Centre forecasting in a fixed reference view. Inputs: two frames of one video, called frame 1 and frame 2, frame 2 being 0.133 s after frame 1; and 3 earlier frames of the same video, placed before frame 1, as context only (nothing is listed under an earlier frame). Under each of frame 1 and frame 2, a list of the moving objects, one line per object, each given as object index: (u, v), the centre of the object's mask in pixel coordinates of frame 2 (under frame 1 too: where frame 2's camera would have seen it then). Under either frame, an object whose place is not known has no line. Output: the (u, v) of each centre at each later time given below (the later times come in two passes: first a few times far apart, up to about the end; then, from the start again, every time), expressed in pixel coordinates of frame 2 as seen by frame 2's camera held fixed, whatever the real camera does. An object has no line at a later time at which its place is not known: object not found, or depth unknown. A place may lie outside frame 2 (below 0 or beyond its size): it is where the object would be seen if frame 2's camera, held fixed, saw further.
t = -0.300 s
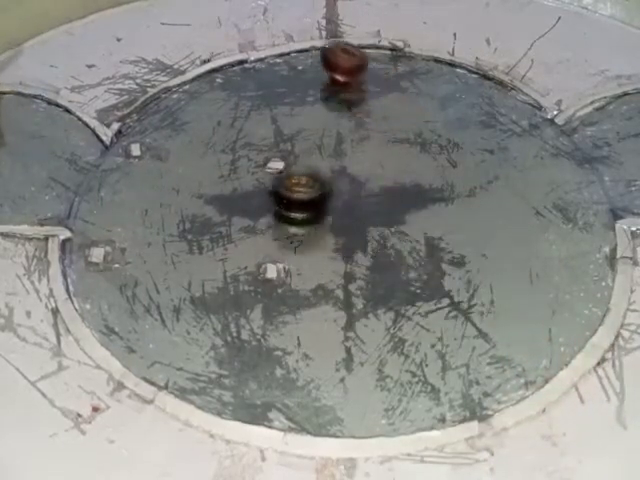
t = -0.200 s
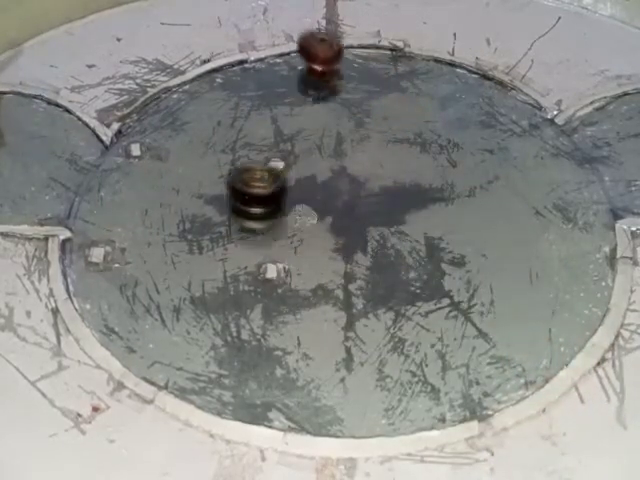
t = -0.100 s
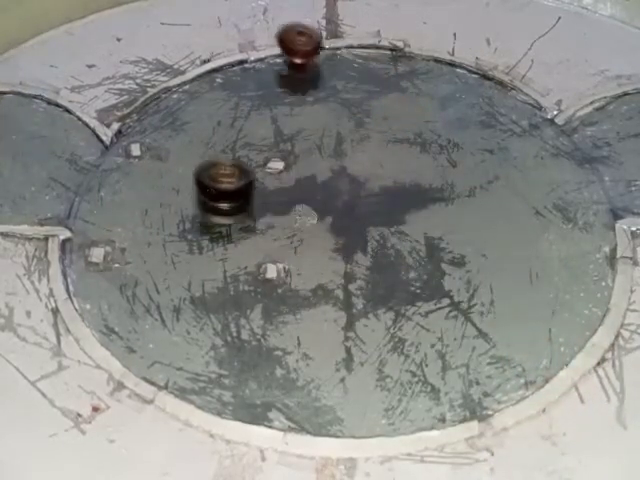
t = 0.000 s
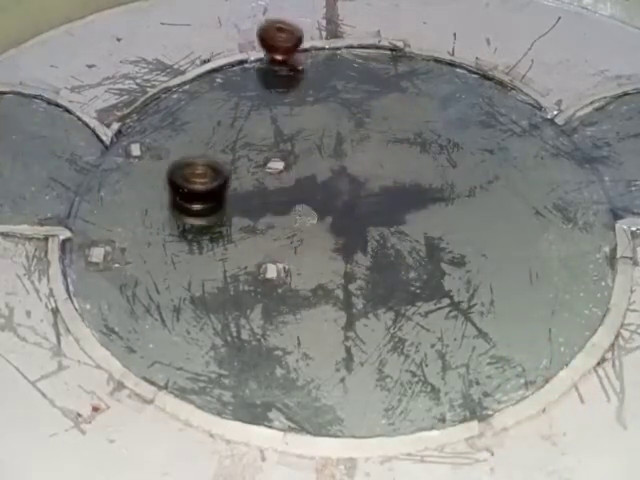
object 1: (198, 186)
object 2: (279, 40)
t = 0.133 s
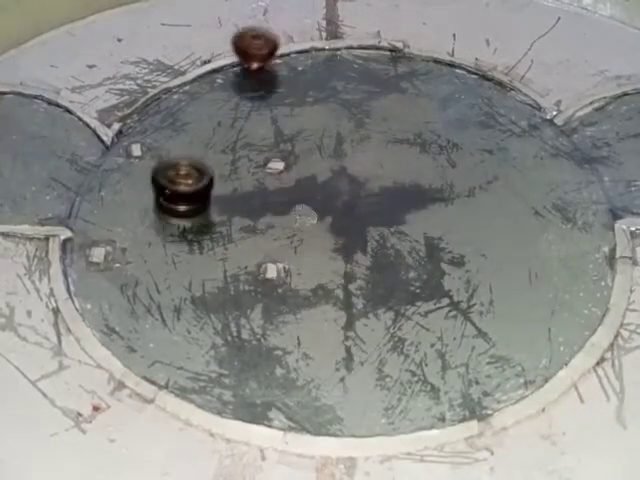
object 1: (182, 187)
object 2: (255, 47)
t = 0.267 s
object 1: (186, 183)
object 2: (235, 66)
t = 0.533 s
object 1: (214, 178)
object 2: (205, 106)
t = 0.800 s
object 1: (255, 168)
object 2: (185, 164)
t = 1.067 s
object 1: (285, 157)
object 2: (180, 222)
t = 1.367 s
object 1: (302, 160)
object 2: (194, 268)
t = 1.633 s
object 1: (330, 173)
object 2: (224, 284)
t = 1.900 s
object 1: (343, 185)
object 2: (266, 270)
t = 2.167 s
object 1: (341, 196)
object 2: (289, 245)
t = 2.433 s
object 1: (358, 155)
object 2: (273, 240)
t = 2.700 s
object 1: (338, 161)
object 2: (288, 219)
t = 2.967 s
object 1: (365, 129)
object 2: (208, 251)
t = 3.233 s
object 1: (380, 98)
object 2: (116, 283)
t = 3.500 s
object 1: (391, 98)
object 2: (103, 263)
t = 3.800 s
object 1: (386, 123)
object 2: (178, 218)
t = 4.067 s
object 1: (365, 159)
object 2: (281, 154)
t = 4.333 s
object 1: (326, 194)
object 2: (346, 105)
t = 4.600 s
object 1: (271, 211)
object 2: (384, 97)
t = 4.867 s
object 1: (216, 206)
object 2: (396, 121)
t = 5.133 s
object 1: (182, 185)
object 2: (356, 174)
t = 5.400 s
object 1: (178, 163)
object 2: (262, 232)
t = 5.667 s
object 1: (202, 150)
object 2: (177, 243)
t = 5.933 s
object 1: (240, 146)
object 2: (150, 215)
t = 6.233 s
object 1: (285, 156)
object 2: (197, 175)
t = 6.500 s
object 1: (323, 178)
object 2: (276, 141)
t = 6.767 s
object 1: (348, 206)
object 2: (340, 127)
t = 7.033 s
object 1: (346, 229)
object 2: (374, 149)
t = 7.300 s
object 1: (323, 238)
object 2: (369, 190)
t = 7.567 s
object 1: (255, 248)
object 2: (355, 198)
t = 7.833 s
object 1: (186, 235)
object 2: (364, 174)
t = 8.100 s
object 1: (159, 199)
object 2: (370, 162)
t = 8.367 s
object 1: (175, 161)
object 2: (365, 157)
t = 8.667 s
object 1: (226, 132)
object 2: (344, 153)
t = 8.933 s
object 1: (278, 124)
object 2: (331, 145)
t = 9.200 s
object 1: (299, 134)
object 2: (351, 168)
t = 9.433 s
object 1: (312, 153)
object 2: (325, 200)
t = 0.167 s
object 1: (182, 186)
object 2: (250, 52)
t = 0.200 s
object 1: (182, 186)
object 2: (244, 58)
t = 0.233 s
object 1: (184, 184)
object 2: (240, 62)
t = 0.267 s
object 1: (186, 183)
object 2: (235, 66)
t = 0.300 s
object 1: (188, 182)
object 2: (231, 70)
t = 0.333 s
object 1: (192, 182)
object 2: (227, 74)
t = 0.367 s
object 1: (195, 182)
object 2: (223, 79)
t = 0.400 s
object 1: (198, 180)
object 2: (219, 84)
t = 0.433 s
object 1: (202, 180)
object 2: (216, 89)
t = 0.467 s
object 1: (206, 180)
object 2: (212, 95)
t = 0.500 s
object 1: (210, 179)
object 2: (208, 100)
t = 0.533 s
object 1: (214, 178)
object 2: (205, 106)
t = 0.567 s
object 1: (219, 177)
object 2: (202, 113)
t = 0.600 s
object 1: (224, 176)
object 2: (198, 119)
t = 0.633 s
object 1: (230, 175)
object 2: (197, 125)
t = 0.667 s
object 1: (236, 173)
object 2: (194, 133)
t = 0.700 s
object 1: (241, 172)
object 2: (192, 141)
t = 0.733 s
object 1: (245, 171)
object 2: (189, 148)
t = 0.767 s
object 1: (250, 169)
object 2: (187, 156)
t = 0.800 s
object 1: (255, 168)
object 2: (185, 164)
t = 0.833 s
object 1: (259, 166)
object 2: (183, 171)
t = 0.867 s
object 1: (264, 164)
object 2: (182, 180)
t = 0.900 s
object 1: (268, 163)
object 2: (181, 188)
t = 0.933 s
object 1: (272, 163)
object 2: (180, 195)
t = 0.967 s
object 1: (276, 162)
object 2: (180, 202)
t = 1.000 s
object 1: (279, 160)
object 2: (179, 209)
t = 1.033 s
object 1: (283, 158)
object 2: (180, 216)
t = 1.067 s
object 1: (285, 157)
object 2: (180, 222)
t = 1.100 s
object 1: (288, 155)
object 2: (181, 229)
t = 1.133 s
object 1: (290, 154)
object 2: (182, 235)
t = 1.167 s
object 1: (292, 152)
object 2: (183, 240)
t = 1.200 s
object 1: (293, 153)
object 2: (185, 246)
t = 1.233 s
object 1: (295, 153)
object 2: (187, 251)
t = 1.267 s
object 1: (296, 155)
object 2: (187, 256)
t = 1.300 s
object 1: (297, 156)
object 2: (189, 260)
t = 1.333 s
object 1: (299, 158)
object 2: (192, 263)
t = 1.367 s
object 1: (302, 160)
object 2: (194, 268)
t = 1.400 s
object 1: (304, 162)
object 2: (197, 273)
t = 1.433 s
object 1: (308, 165)
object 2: (200, 276)
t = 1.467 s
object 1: (311, 167)
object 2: (203, 278)
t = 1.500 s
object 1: (315, 169)
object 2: (207, 281)
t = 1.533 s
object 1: (319, 171)
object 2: (211, 283)
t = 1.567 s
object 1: (322, 173)
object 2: (215, 284)
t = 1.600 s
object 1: (326, 173)
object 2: (220, 284)
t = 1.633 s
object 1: (330, 173)
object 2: (224, 284)
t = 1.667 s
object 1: (333, 174)
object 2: (229, 284)
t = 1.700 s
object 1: (335, 174)
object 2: (234, 284)
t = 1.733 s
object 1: (337, 176)
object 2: (239, 283)
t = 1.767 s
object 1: (339, 177)
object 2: (244, 280)
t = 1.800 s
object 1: (340, 180)
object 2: (250, 279)
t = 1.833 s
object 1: (341, 181)
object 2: (255, 276)
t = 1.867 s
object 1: (342, 184)
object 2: (260, 273)
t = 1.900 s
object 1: (343, 185)
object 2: (266, 270)
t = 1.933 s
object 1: (343, 188)
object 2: (271, 267)
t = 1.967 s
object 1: (342, 190)
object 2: (277, 261)
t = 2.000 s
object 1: (342, 193)
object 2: (282, 258)
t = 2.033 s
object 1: (340, 196)
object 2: (286, 252)
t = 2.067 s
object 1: (339, 198)
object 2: (289, 250)
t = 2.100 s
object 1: (337, 199)
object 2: (291, 247)
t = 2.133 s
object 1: (337, 199)
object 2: (294, 243)
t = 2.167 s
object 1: (341, 196)
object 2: (289, 245)
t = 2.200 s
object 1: (348, 188)
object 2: (284, 247)
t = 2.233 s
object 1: (354, 179)
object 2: (281, 247)
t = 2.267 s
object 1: (358, 172)
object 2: (279, 246)
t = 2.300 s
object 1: (359, 171)
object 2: (278, 245)
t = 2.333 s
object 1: (361, 162)
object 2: (276, 244)
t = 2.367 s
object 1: (360, 158)
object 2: (274, 243)
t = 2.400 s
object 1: (359, 157)
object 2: (273, 242)
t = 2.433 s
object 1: (358, 155)
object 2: (273, 240)
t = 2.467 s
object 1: (356, 154)
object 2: (275, 238)
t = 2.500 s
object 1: (353, 154)
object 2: (279, 237)
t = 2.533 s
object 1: (351, 154)
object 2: (283, 236)
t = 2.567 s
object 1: (348, 155)
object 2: (284, 231)
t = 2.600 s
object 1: (345, 156)
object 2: (285, 228)
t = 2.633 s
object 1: (343, 157)
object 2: (286, 224)
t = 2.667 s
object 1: (341, 159)
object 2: (287, 221)
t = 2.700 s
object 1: (338, 161)
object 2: (288, 219)
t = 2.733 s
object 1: (336, 162)
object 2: (290, 216)
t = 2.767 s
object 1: (334, 163)
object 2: (292, 213)
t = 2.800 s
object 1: (332, 165)
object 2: (293, 208)
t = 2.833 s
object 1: (330, 165)
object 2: (296, 205)
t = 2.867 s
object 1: (330, 165)
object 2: (295, 206)
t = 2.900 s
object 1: (342, 154)
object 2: (268, 226)
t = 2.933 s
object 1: (355, 141)
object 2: (237, 238)
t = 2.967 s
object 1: (365, 129)
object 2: (208, 251)
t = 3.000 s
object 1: (372, 121)
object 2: (185, 262)
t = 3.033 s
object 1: (375, 115)
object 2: (166, 267)
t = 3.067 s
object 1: (376, 109)
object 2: (154, 273)
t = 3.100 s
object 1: (377, 105)
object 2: (144, 275)
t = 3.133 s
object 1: (377, 102)
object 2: (135, 279)
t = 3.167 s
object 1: (377, 99)
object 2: (128, 280)
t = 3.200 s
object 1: (378, 98)
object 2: (122, 282)
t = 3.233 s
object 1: (380, 98)
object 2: (116, 283)
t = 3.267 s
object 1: (381, 97)
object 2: (111, 283)
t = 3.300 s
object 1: (383, 96)
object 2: (106, 281)
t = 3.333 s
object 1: (385, 95)
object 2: (104, 280)
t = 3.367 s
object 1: (387, 95)
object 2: (99, 274)
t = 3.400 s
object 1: (388, 95)
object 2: (99, 272)
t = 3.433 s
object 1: (390, 96)
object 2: (99, 270)
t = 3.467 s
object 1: (391, 97)
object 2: (101, 266)
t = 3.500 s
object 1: (391, 98)
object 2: (103, 263)
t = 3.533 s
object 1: (392, 100)
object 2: (108, 259)
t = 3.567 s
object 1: (392, 102)
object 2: (113, 254)
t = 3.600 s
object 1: (392, 104)
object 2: (118, 250)
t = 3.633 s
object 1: (392, 105)
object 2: (125, 246)
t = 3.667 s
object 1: (392, 107)
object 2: (134, 241)
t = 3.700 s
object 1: (391, 111)
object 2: (143, 235)
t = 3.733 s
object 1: (390, 115)
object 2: (154, 230)
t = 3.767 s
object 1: (388, 119)
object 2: (165, 223)
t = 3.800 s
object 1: (386, 123)
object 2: (178, 218)
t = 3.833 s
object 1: (385, 127)
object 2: (192, 210)
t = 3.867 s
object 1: (382, 131)
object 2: (204, 204)
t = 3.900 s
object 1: (380, 136)
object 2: (219, 194)
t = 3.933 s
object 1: (378, 140)
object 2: (232, 188)
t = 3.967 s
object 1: (375, 145)
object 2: (246, 177)
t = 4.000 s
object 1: (372, 150)
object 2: (257, 167)
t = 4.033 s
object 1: (369, 154)
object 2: (272, 160)
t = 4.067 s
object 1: (365, 159)
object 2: (281, 154)
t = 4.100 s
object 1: (360, 164)
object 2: (291, 144)
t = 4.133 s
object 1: (356, 173)
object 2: (299, 136)
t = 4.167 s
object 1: (352, 180)
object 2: (308, 130)
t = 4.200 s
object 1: (346, 183)
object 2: (317, 124)
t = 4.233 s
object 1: (342, 185)
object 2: (326, 121)
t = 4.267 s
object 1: (337, 189)
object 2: (333, 114)
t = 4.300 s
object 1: (331, 190)
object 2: (340, 108)
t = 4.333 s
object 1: (326, 194)
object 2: (346, 105)
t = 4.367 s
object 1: (319, 197)
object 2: (351, 101)
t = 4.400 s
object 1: (313, 200)
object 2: (357, 99)
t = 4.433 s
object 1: (306, 202)
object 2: (362, 97)
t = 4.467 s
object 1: (299, 205)
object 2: (367, 96)
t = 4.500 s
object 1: (293, 206)
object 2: (371, 95)
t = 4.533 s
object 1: (285, 210)
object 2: (376, 96)
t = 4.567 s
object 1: (278, 211)
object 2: (380, 96)
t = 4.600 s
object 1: (271, 211)
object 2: (384, 97)
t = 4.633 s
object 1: (264, 212)
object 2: (387, 98)
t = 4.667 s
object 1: (257, 212)
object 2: (390, 101)
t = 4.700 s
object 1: (250, 211)
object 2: (393, 102)
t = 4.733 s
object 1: (243, 211)
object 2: (395, 106)
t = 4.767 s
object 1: (236, 210)
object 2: (396, 108)
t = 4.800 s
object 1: (229, 209)
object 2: (396, 113)
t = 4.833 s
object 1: (223, 207)
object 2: (396, 117)
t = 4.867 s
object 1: (216, 206)
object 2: (396, 121)
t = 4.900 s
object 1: (210, 203)
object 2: (395, 128)
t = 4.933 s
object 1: (205, 201)
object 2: (392, 132)
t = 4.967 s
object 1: (200, 199)
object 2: (389, 139)
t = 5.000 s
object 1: (195, 196)
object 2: (384, 144)
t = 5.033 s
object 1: (191, 194)
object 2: (378, 154)
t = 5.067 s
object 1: (187, 192)
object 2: (371, 162)
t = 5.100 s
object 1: (185, 188)
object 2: (364, 169)
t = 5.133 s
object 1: (182, 185)
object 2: (356, 174)
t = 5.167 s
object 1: (180, 182)
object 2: (347, 181)
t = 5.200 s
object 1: (179, 180)
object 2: (335, 188)
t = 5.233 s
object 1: (178, 177)
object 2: (325, 198)
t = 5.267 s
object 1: (178, 174)
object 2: (313, 208)
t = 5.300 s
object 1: (177, 172)
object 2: (300, 216)
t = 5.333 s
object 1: (178, 169)
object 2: (288, 221)
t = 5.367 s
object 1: (178, 166)
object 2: (274, 226)
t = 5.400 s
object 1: (178, 163)
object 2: (262, 232)
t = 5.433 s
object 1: (180, 161)
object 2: (248, 238)
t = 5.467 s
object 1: (182, 160)
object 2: (236, 242)
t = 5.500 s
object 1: (184, 158)
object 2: (224, 244)
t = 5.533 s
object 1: (187, 157)
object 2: (214, 244)
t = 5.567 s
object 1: (191, 155)
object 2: (203, 247)
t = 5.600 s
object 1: (194, 153)
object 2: (195, 244)
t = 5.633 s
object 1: (198, 152)
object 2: (186, 245)
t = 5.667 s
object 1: (202, 150)
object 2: (177, 243)
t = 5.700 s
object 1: (206, 149)
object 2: (171, 243)
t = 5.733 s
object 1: (211, 149)
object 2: (165, 239)
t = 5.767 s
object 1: (216, 148)
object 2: (160, 237)
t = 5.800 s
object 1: (220, 146)
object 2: (155, 232)
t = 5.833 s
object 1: (225, 146)
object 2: (152, 229)
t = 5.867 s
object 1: (230, 145)
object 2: (150, 225)
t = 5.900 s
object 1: (235, 145)
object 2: (149, 221)
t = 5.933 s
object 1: (240, 146)
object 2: (150, 215)
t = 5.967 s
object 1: (246, 145)
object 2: (151, 211)
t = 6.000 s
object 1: (251, 146)
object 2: (153, 207)
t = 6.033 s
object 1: (256, 146)
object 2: (157, 202)
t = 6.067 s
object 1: (260, 146)
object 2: (161, 198)
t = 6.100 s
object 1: (265, 148)
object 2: (166, 193)
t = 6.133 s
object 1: (270, 150)
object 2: (173, 189)
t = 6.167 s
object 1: (275, 152)
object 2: (181, 185)
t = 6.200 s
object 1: (280, 154)
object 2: (191, 186)
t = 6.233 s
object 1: (285, 156)
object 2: (197, 175)
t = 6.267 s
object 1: (290, 158)
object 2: (208, 169)
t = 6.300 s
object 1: (295, 160)
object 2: (217, 165)
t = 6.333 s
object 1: (299, 162)
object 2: (227, 164)
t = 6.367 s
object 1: (304, 165)
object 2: (236, 161)
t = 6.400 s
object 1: (309, 168)
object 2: (246, 158)
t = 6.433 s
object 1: (313, 170)
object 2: (258, 155)
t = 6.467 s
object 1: (318, 175)
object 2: (268, 151)
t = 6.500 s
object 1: (323, 178)
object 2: (276, 141)
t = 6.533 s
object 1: (327, 181)
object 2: (286, 139)
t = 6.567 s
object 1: (331, 185)
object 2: (296, 132)
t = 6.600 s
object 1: (335, 189)
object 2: (302, 133)
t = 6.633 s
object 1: (338, 191)
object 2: (313, 129)
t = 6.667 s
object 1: (340, 195)
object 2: (320, 127)
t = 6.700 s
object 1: (343, 199)
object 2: (327, 128)
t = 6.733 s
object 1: (345, 203)
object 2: (334, 128)
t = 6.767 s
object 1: (348, 206)
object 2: (340, 127)
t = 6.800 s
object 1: (348, 208)
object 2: (346, 128)
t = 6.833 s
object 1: (349, 212)
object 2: (352, 129)
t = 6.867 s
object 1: (349, 214)
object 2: (357, 132)
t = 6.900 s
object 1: (350, 217)
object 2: (362, 133)
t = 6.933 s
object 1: (349, 221)
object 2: (365, 137)
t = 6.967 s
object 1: (349, 224)
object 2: (370, 140)
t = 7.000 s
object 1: (347, 227)
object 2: (373, 143)
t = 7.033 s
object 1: (346, 229)
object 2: (374, 149)
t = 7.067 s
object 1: (345, 231)
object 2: (376, 154)
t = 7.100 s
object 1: (343, 233)
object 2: (378, 157)
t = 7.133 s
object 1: (340, 235)
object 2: (377, 163)
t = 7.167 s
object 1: (337, 236)
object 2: (378, 169)
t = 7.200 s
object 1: (333, 237)
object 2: (377, 174)
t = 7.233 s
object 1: (330, 238)
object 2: (375, 179)
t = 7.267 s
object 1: (326, 238)
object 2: (373, 184)
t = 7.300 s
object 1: (323, 238)
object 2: (369, 190)
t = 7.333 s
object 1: (319, 239)
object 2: (364, 194)
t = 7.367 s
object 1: (314, 239)
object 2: (360, 198)
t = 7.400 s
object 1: (307, 241)
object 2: (355, 201)
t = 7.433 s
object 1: (301, 241)
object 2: (352, 203)
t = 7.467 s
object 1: (296, 241)
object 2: (348, 205)
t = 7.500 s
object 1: (292, 240)
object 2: (343, 206)
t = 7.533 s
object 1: (274, 244)
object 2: (347, 203)
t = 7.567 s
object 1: (255, 248)
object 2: (355, 198)
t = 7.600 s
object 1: (241, 249)
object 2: (358, 193)
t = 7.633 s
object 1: (231, 251)
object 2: (359, 190)
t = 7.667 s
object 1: (223, 250)
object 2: (360, 187)
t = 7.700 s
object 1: (216, 247)
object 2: (361, 186)
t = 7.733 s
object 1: (206, 245)
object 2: (362, 183)
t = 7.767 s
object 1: (198, 243)
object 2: (362, 181)
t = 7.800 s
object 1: (192, 239)
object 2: (363, 177)
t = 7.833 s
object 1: (186, 235)
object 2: (364, 174)
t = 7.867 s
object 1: (180, 231)
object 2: (365, 173)
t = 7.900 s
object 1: (174, 227)
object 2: (366, 171)
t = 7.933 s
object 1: (170, 223)
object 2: (367, 170)
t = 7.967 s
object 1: (166, 219)
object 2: (368, 168)
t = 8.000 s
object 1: (164, 214)
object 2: (369, 165)
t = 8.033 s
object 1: (161, 209)
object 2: (369, 164)
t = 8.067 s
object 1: (160, 204)
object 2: (370, 163)
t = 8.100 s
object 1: (159, 199)
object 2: (370, 162)
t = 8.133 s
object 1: (159, 193)
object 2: (370, 161)
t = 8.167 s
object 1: (159, 189)
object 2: (371, 160)
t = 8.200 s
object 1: (161, 182)
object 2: (371, 159)
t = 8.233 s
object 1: (162, 178)
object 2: (370, 159)
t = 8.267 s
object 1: (165, 173)
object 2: (369, 158)
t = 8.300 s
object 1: (167, 168)
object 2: (369, 158)
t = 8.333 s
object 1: (171, 164)
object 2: (366, 158)
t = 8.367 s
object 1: (175, 161)
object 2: (365, 157)
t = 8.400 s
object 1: (179, 157)
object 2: (364, 156)
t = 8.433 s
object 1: (184, 151)
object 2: (362, 156)
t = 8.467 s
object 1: (189, 147)
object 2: (359, 156)
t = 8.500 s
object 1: (194, 144)
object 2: (358, 156)
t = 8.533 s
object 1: (200, 140)
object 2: (356, 156)
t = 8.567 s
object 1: (206, 138)
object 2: (353, 155)
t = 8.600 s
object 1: (212, 136)
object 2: (350, 154)
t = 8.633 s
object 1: (218, 134)
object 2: (347, 154)
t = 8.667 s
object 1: (226, 132)
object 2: (344, 153)
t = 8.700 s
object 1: (233, 130)
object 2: (342, 152)
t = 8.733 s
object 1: (239, 129)
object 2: (340, 151)
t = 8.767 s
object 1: (247, 127)
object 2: (337, 151)
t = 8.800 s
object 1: (254, 127)
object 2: (334, 149)
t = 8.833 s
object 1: (261, 126)
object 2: (332, 148)
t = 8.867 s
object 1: (269, 127)
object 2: (329, 147)
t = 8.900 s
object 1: (276, 127)
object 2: (328, 148)
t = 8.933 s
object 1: (278, 124)
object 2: (331, 145)
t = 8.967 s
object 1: (279, 123)
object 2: (336, 150)
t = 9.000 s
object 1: (282, 124)
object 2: (342, 152)
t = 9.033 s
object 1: (285, 126)
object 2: (344, 154)
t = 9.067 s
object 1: (289, 129)
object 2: (344, 156)
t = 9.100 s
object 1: (294, 132)
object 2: (344, 156)
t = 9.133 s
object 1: (299, 134)
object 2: (346, 157)
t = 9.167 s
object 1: (299, 134)
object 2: (350, 164)
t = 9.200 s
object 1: (299, 134)
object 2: (351, 168)
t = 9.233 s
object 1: (299, 135)
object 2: (351, 174)
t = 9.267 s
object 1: (300, 138)
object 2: (348, 179)
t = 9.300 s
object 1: (302, 140)
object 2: (345, 183)
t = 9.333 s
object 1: (305, 143)
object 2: (342, 188)
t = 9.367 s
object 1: (307, 145)
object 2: (336, 192)
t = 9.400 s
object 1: (309, 149)
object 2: (333, 196)
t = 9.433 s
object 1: (312, 153)
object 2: (325, 200)
